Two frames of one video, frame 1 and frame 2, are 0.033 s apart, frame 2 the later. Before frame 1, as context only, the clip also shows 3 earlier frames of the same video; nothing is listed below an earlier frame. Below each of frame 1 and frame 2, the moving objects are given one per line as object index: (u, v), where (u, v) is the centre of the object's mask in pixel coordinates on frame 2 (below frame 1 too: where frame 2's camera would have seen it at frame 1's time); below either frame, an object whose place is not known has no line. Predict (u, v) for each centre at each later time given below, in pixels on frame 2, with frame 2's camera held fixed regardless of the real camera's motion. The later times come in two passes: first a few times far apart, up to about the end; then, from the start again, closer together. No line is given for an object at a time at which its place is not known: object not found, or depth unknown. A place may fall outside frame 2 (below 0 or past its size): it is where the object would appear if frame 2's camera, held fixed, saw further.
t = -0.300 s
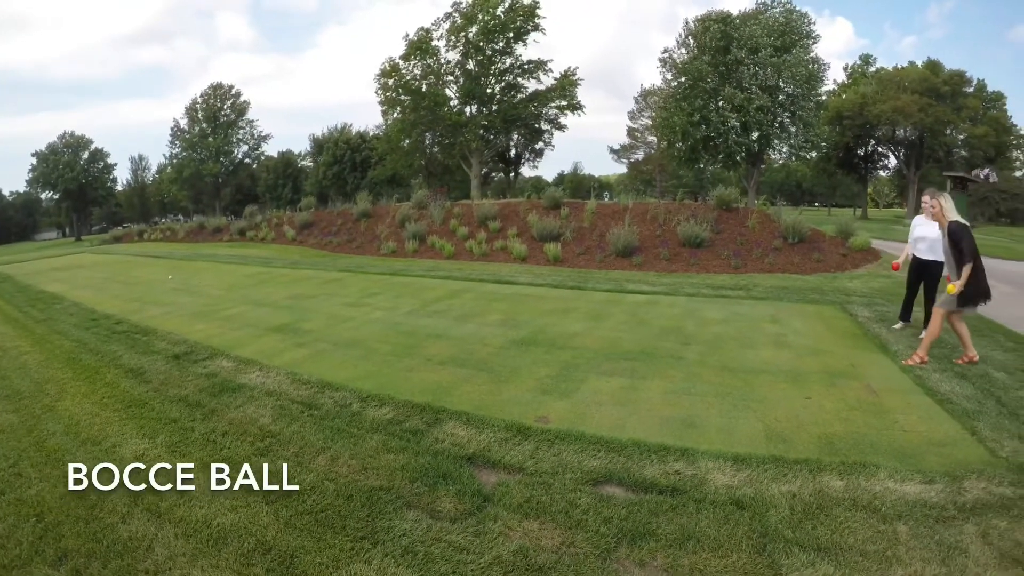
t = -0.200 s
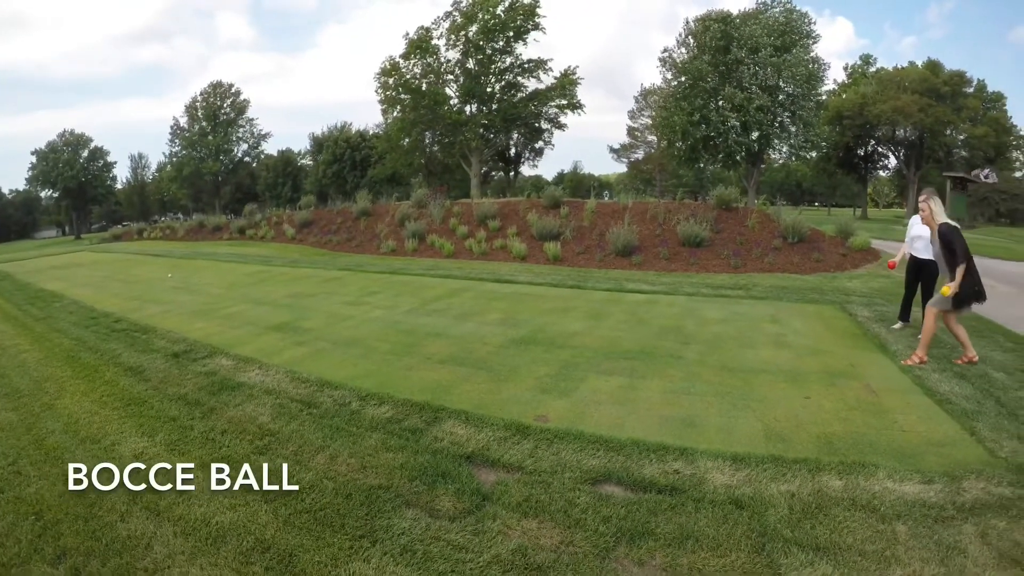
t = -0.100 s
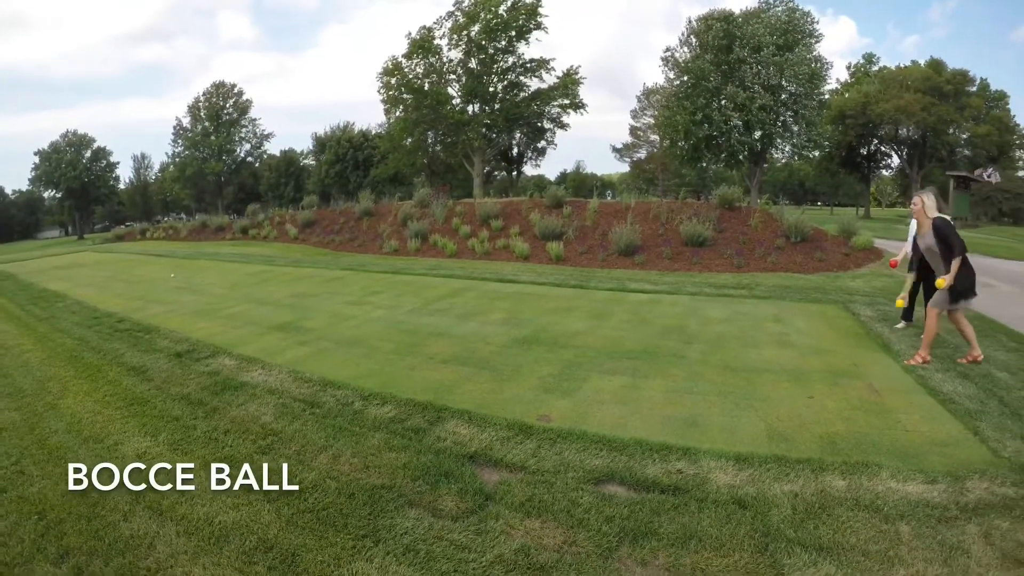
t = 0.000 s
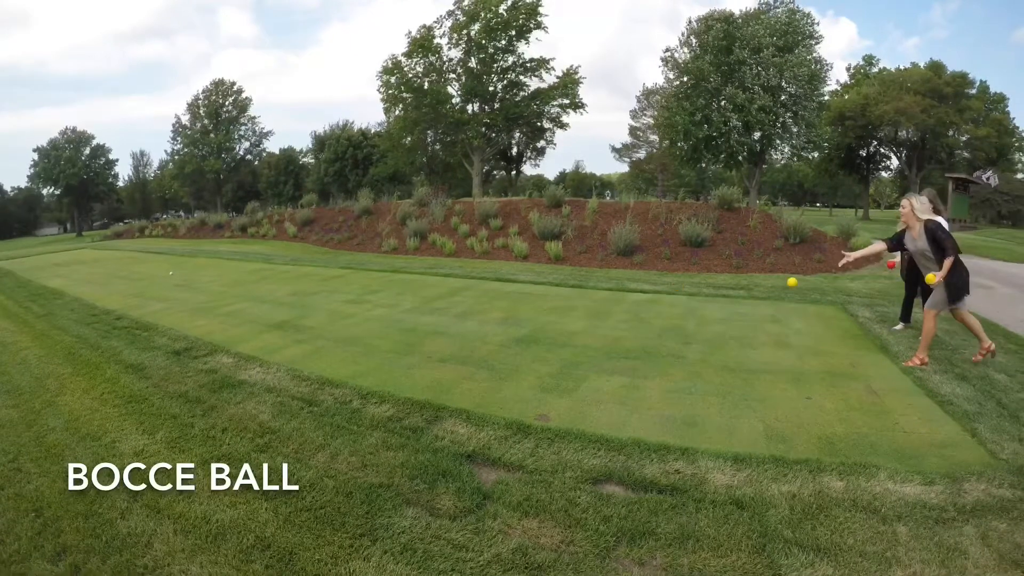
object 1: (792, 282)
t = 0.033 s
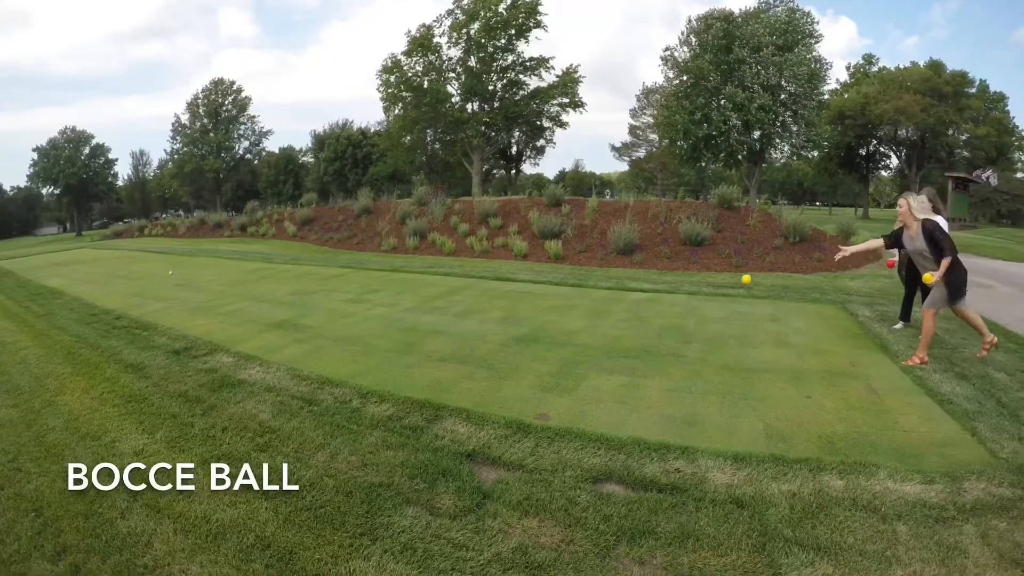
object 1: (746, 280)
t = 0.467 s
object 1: (410, 301)
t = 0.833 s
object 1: (296, 286)
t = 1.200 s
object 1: (233, 277)
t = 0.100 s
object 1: (678, 285)
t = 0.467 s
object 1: (410, 301)
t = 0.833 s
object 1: (296, 286)
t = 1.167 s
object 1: (239, 278)
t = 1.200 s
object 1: (233, 277)
